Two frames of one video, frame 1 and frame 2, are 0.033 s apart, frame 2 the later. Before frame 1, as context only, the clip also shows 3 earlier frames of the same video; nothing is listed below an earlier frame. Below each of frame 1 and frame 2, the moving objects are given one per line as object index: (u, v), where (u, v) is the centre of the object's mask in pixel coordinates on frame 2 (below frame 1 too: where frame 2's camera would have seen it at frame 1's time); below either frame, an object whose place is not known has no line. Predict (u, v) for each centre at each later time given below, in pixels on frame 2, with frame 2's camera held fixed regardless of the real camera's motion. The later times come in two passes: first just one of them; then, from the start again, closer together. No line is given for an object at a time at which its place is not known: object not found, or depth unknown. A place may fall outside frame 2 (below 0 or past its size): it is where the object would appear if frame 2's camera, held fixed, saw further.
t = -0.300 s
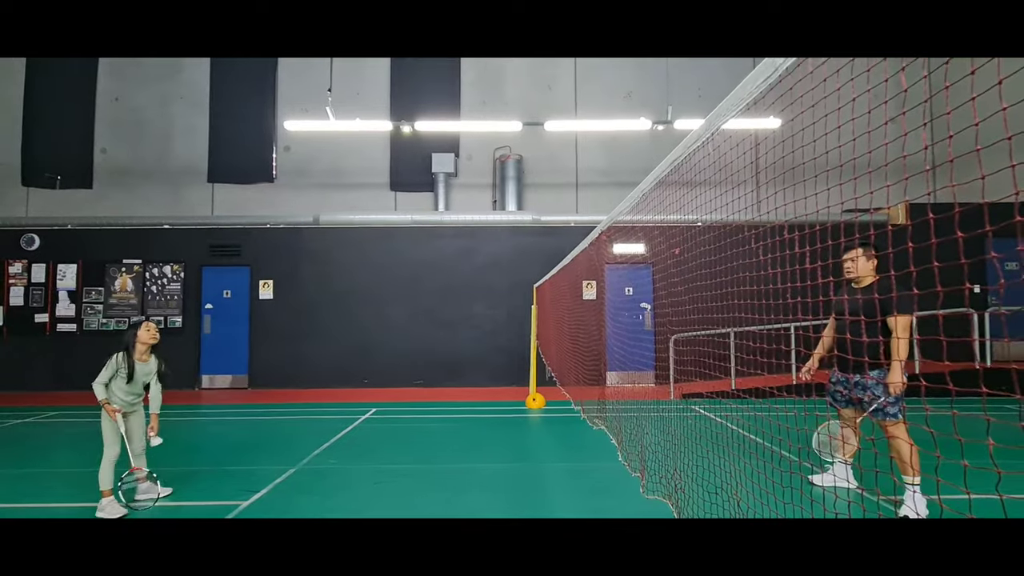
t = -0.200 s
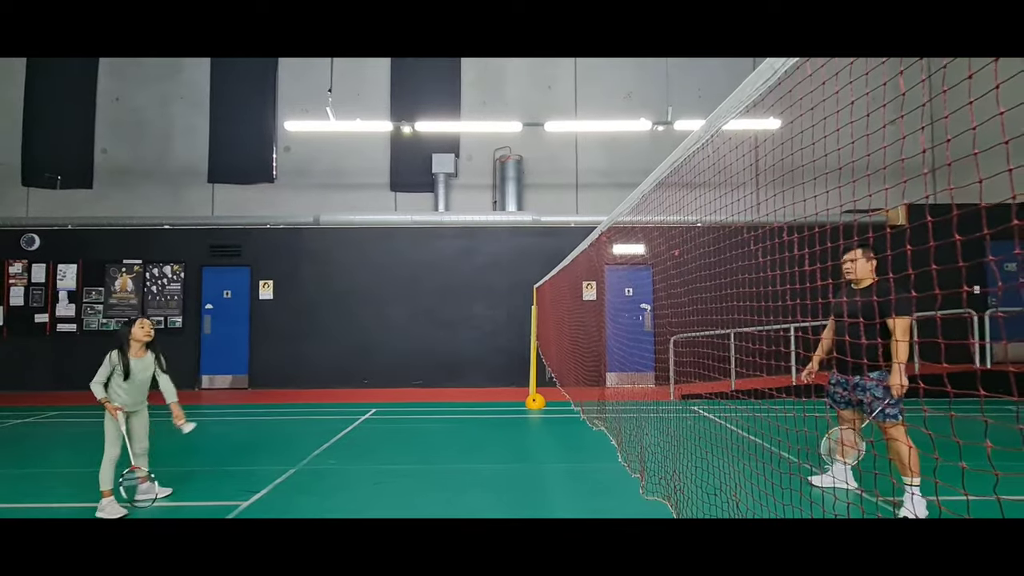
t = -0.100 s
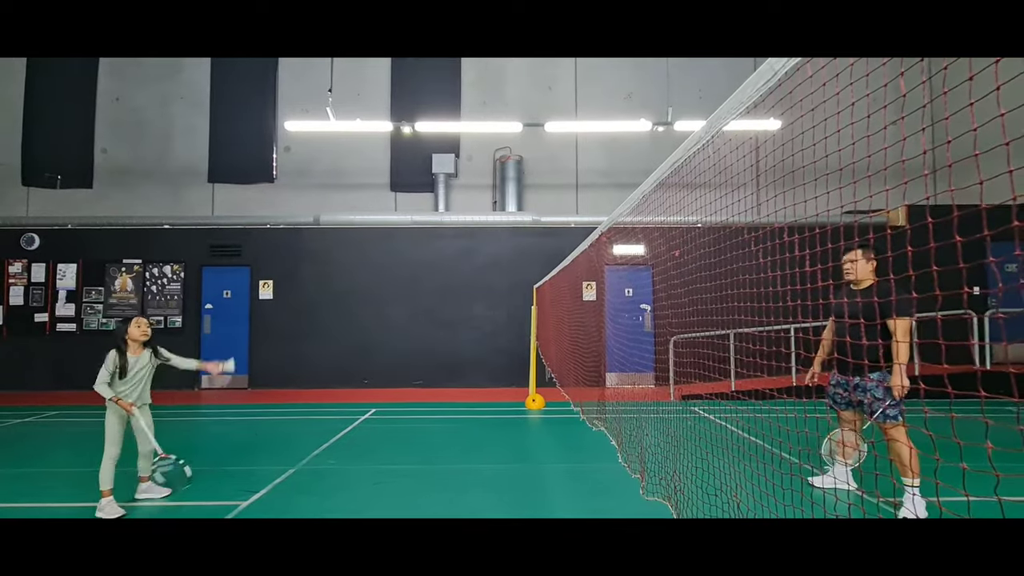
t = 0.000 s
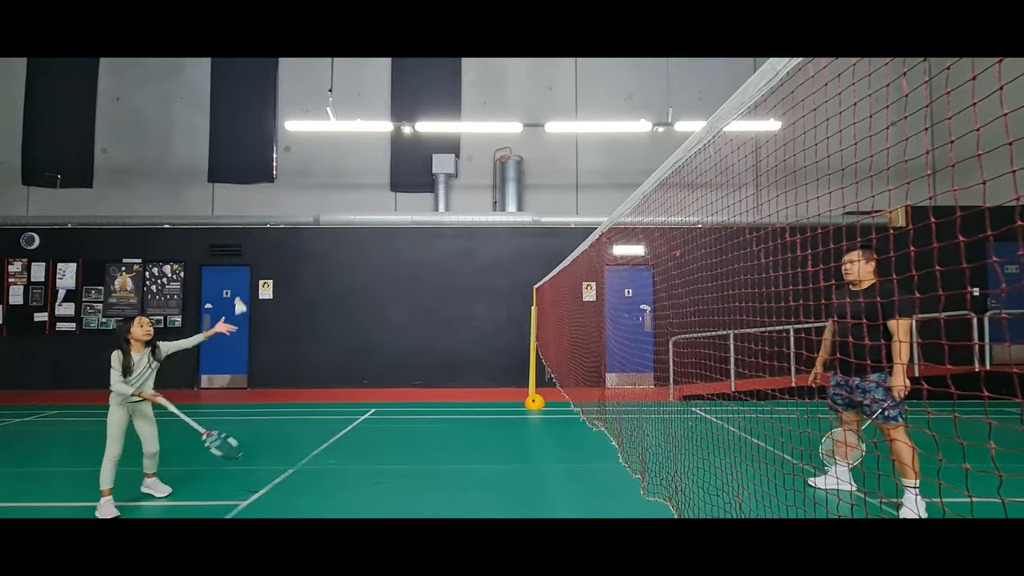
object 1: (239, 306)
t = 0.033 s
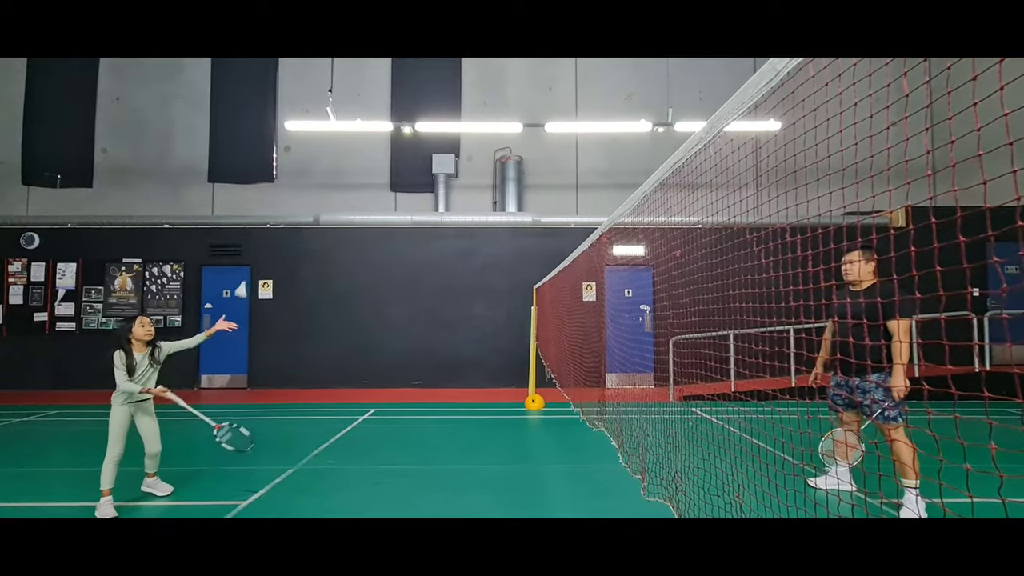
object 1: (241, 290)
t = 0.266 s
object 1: (268, 233)
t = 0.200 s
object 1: (260, 240)
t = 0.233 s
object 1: (264, 236)
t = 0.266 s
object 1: (268, 233)
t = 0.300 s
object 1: (272, 233)
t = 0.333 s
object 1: (277, 233)
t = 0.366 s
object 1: (281, 235)
